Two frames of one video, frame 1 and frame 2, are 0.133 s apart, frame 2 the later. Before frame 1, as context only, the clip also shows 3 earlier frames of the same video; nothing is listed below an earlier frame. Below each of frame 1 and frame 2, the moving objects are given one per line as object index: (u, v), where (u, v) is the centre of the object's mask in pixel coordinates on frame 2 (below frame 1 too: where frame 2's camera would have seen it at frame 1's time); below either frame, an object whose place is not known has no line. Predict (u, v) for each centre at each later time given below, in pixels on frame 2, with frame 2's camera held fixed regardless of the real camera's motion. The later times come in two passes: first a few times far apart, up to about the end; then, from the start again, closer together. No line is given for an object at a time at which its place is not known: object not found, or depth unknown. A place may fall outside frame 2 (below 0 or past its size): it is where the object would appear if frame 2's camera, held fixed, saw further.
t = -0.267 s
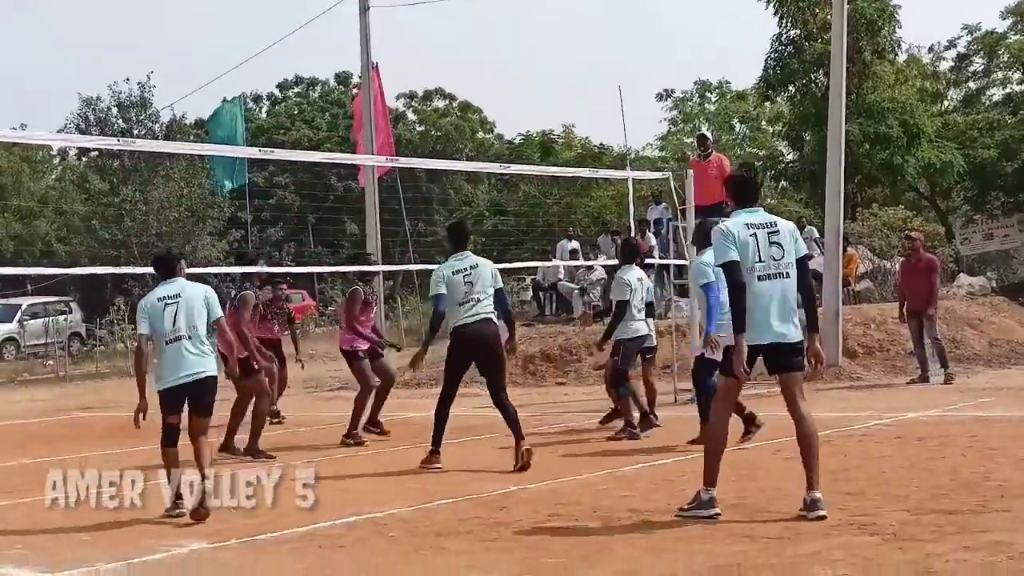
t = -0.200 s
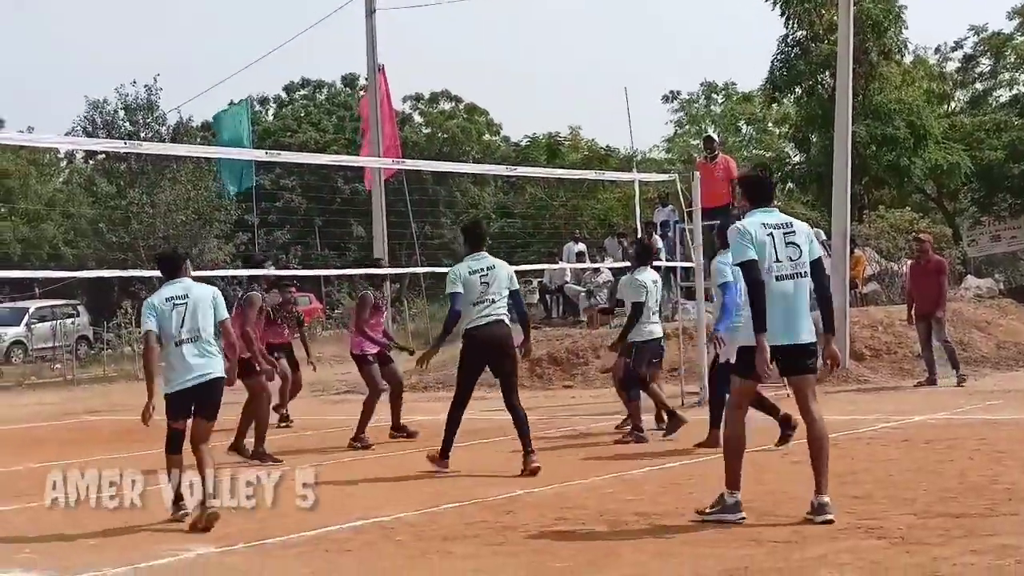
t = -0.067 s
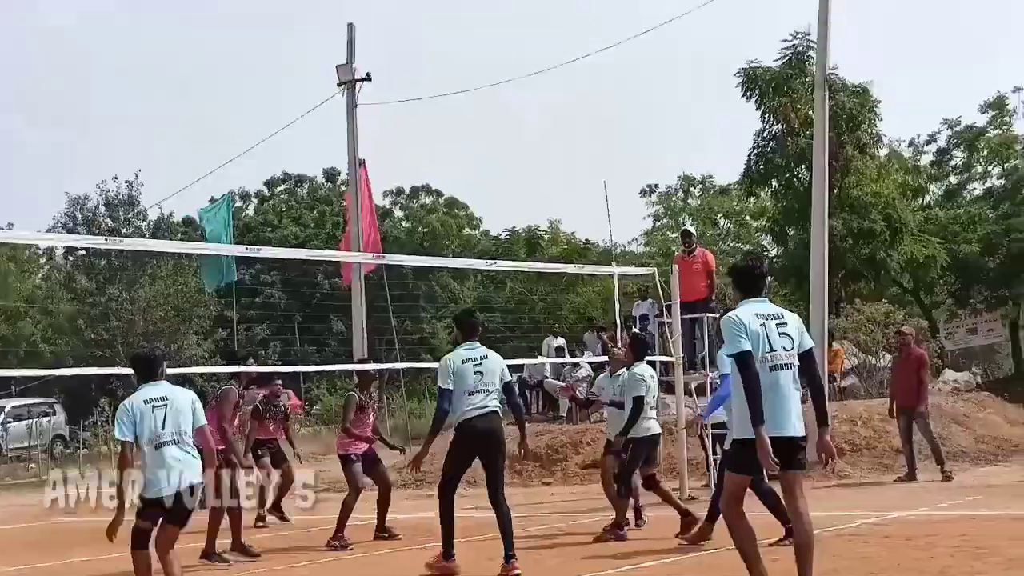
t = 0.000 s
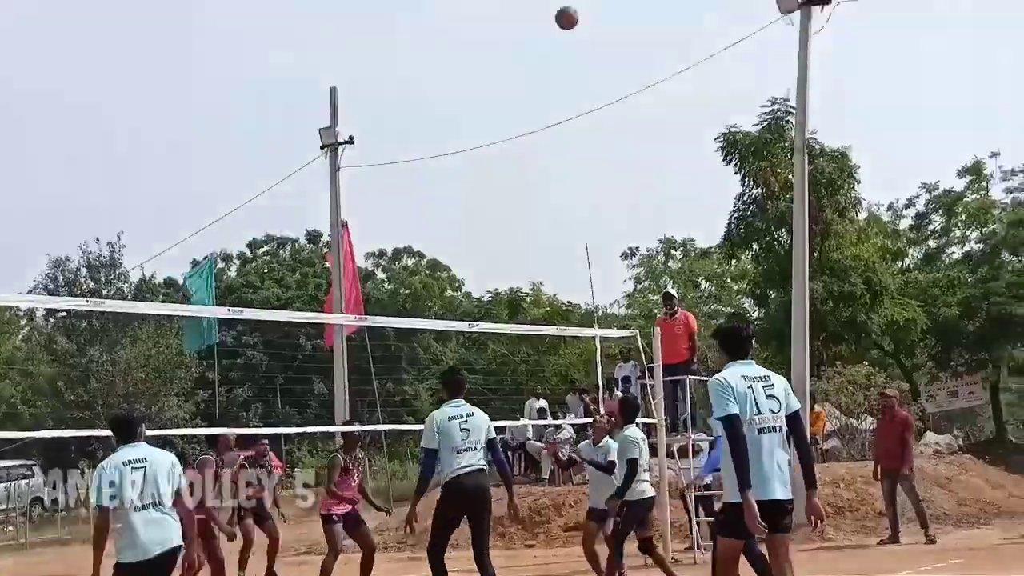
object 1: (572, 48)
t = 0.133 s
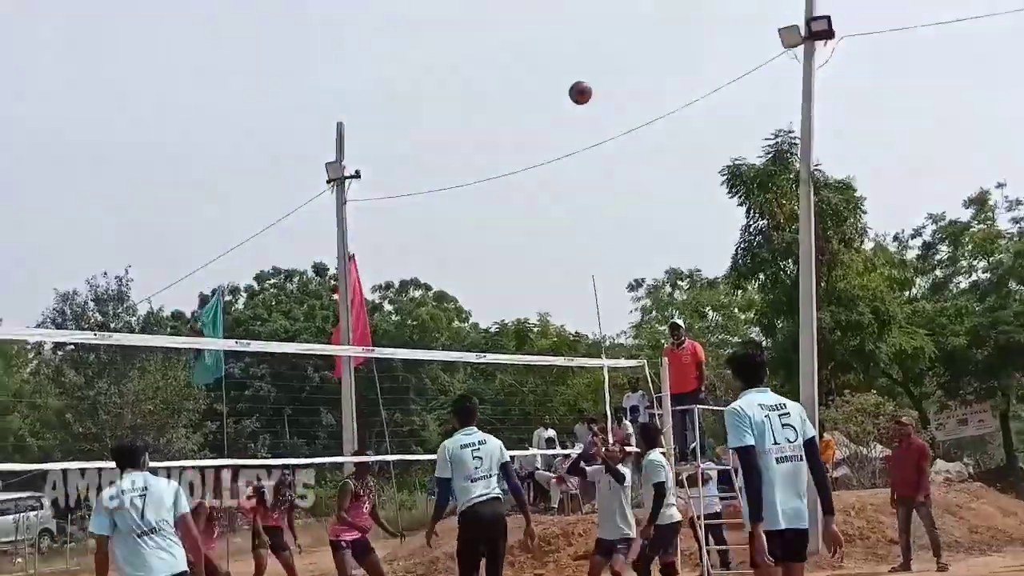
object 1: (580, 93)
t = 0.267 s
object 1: (591, 151)
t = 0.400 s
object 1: (602, 229)
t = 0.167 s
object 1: (583, 105)
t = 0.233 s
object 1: (589, 135)
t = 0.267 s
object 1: (591, 151)
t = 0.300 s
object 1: (593, 169)
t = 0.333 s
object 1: (596, 188)
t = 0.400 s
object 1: (602, 229)
